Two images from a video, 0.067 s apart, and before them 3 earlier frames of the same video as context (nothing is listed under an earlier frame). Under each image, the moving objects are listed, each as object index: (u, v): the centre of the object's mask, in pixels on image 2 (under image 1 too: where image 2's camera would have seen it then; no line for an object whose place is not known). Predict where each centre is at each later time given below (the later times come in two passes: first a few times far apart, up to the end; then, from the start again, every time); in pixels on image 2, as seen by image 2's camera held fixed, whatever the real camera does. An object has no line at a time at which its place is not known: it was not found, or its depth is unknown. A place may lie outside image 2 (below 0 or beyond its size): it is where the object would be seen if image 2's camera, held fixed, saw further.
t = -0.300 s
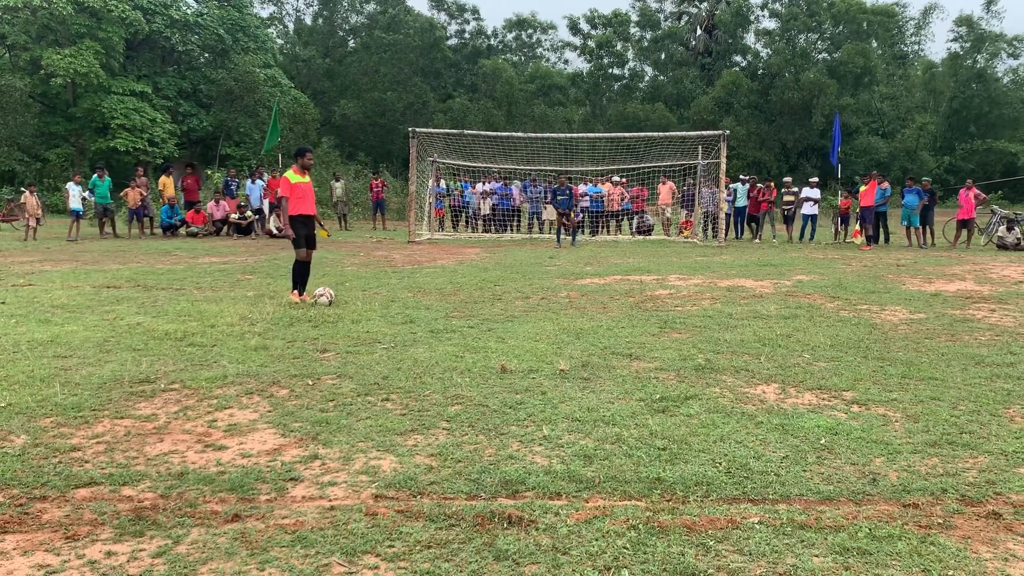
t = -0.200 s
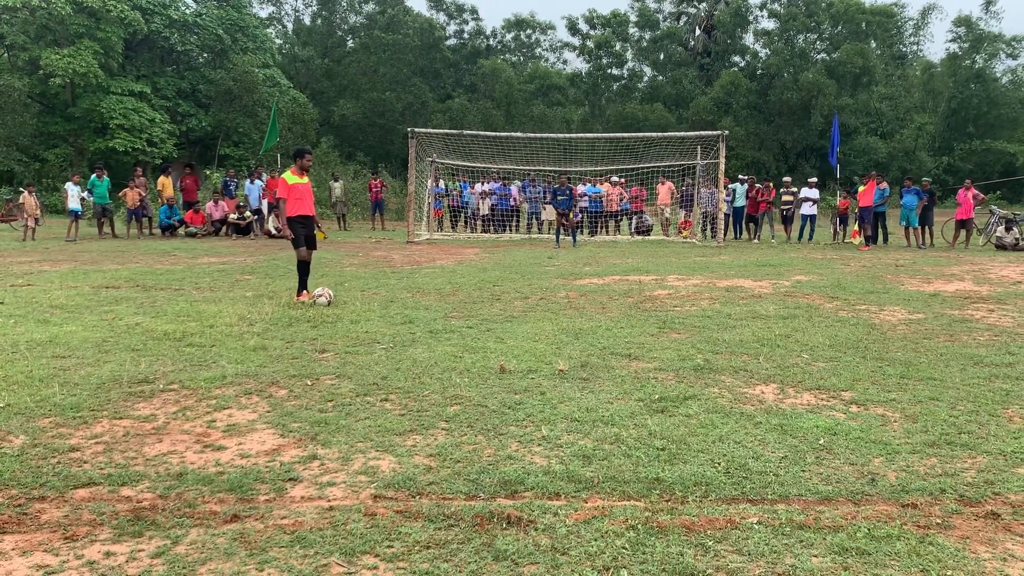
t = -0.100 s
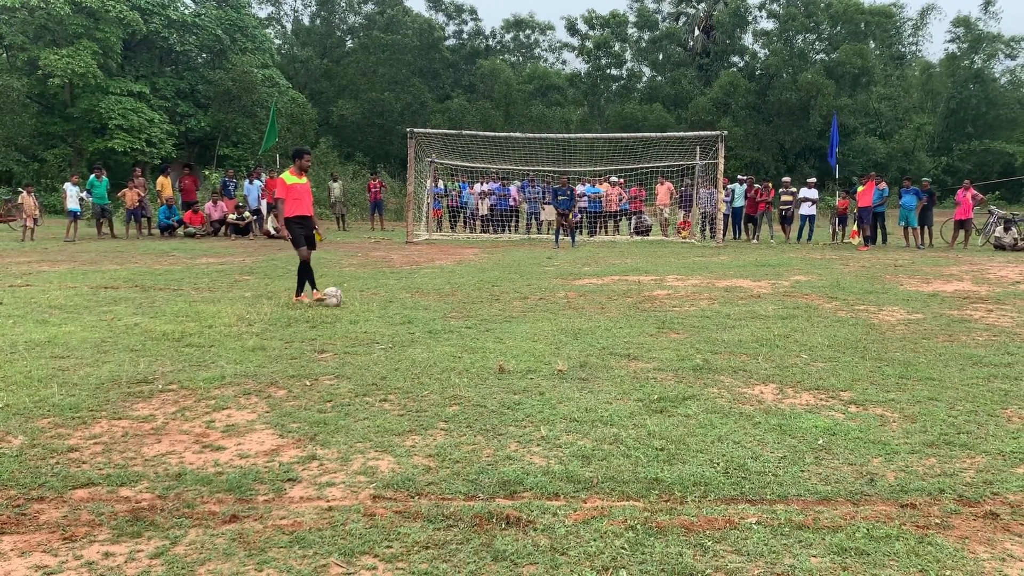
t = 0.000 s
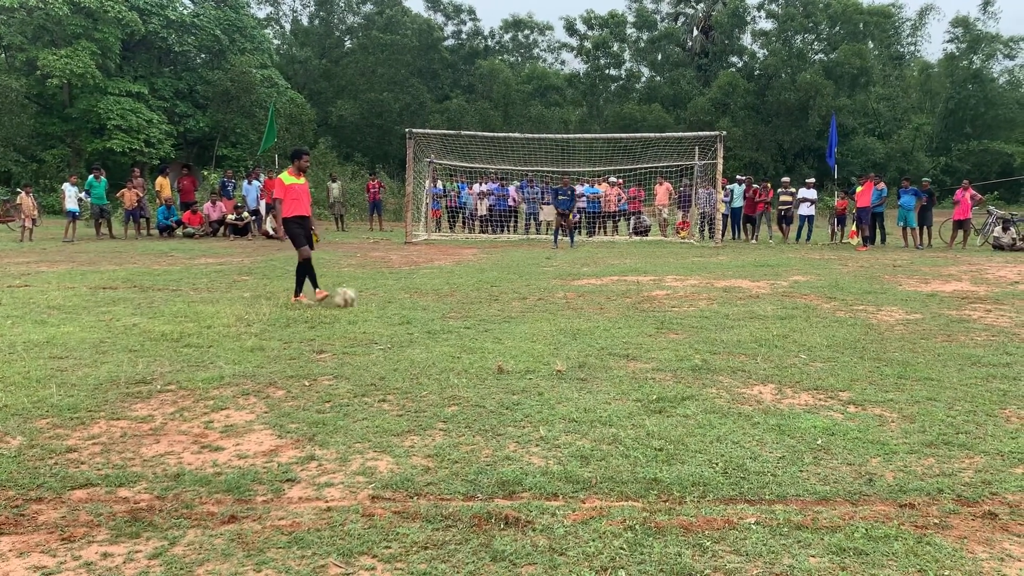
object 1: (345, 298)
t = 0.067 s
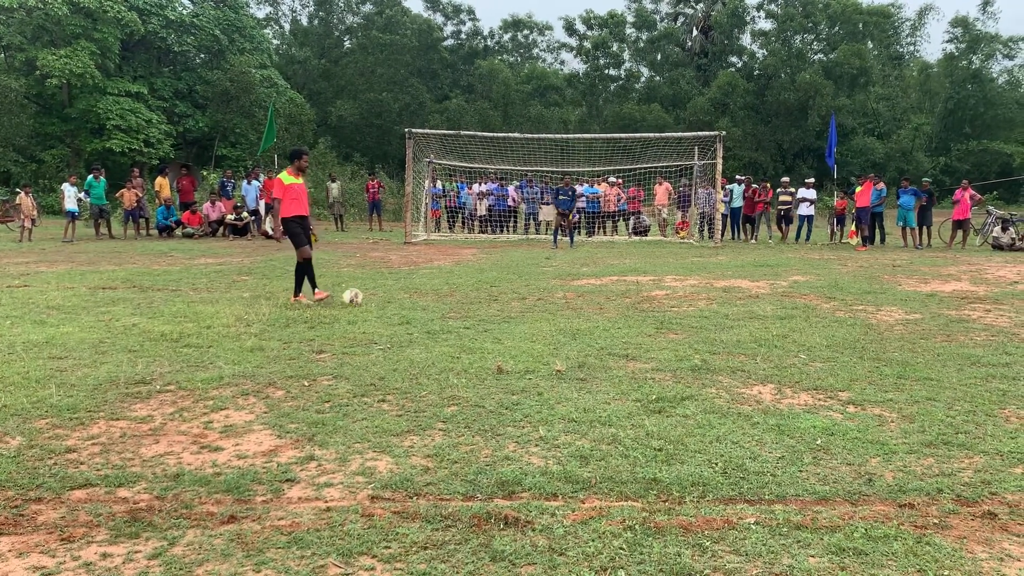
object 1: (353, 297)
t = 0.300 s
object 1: (376, 298)
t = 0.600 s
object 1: (403, 298)
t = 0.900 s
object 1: (420, 298)
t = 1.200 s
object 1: (434, 296)
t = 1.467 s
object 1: (443, 297)
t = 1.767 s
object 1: (451, 296)
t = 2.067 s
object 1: (453, 296)
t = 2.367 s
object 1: (453, 296)
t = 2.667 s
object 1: (453, 296)
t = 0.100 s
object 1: (357, 297)
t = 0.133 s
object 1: (359, 296)
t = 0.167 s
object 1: (366, 297)
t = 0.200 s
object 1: (367, 296)
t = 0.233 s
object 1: (370, 297)
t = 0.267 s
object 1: (373, 297)
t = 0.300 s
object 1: (376, 298)
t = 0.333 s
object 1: (380, 298)
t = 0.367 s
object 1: (383, 298)
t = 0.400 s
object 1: (385, 297)
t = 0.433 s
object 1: (389, 298)
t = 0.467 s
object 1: (392, 297)
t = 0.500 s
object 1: (395, 297)
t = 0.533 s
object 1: (396, 297)
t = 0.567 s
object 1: (400, 298)
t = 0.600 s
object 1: (403, 298)
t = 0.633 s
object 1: (404, 298)
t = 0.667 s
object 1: (407, 297)
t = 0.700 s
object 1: (409, 297)
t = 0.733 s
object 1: (411, 297)
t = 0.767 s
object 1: (413, 297)
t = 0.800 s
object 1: (415, 298)
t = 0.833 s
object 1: (417, 297)
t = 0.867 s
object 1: (418, 297)
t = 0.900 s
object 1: (420, 298)
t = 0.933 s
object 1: (422, 298)
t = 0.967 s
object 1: (423, 298)
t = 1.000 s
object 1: (425, 297)
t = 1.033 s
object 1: (426, 297)
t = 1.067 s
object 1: (428, 298)
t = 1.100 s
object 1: (430, 298)
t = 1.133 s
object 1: (431, 297)
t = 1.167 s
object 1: (433, 297)
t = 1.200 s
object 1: (434, 296)
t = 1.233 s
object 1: (435, 296)
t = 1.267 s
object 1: (436, 297)
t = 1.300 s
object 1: (438, 296)
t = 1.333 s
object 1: (439, 296)
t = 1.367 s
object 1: (440, 297)
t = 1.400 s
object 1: (441, 296)
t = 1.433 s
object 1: (443, 296)
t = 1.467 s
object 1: (443, 297)
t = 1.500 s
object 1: (444, 297)
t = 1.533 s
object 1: (446, 297)
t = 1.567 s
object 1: (446, 297)
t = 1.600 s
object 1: (448, 297)
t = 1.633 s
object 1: (448, 297)
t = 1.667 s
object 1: (449, 297)
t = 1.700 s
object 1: (450, 297)
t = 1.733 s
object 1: (451, 297)
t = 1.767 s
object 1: (451, 296)
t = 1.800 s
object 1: (452, 296)
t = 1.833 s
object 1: (452, 296)
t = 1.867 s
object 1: (452, 296)
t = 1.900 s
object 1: (452, 296)
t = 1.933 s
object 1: (453, 296)
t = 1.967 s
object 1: (453, 296)
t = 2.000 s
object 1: (453, 296)
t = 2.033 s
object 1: (453, 296)
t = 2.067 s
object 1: (453, 296)
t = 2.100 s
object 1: (453, 296)
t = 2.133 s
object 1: (453, 296)
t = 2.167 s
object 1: (454, 296)
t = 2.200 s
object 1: (453, 296)
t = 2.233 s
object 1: (453, 296)
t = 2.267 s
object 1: (453, 296)
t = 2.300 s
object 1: (453, 296)
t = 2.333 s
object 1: (453, 296)
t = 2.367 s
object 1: (453, 296)
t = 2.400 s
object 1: (453, 296)
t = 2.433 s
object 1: (453, 296)
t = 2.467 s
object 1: (453, 296)
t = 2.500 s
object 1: (453, 296)
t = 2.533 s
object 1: (453, 296)
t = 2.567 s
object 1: (453, 296)
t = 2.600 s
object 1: (453, 296)
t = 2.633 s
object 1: (453, 296)
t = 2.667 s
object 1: (453, 296)
